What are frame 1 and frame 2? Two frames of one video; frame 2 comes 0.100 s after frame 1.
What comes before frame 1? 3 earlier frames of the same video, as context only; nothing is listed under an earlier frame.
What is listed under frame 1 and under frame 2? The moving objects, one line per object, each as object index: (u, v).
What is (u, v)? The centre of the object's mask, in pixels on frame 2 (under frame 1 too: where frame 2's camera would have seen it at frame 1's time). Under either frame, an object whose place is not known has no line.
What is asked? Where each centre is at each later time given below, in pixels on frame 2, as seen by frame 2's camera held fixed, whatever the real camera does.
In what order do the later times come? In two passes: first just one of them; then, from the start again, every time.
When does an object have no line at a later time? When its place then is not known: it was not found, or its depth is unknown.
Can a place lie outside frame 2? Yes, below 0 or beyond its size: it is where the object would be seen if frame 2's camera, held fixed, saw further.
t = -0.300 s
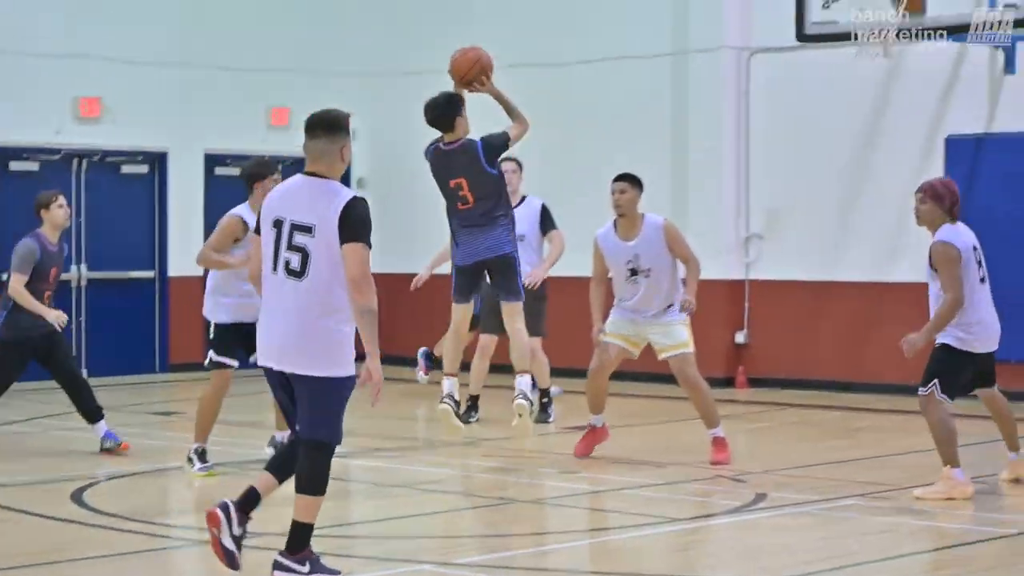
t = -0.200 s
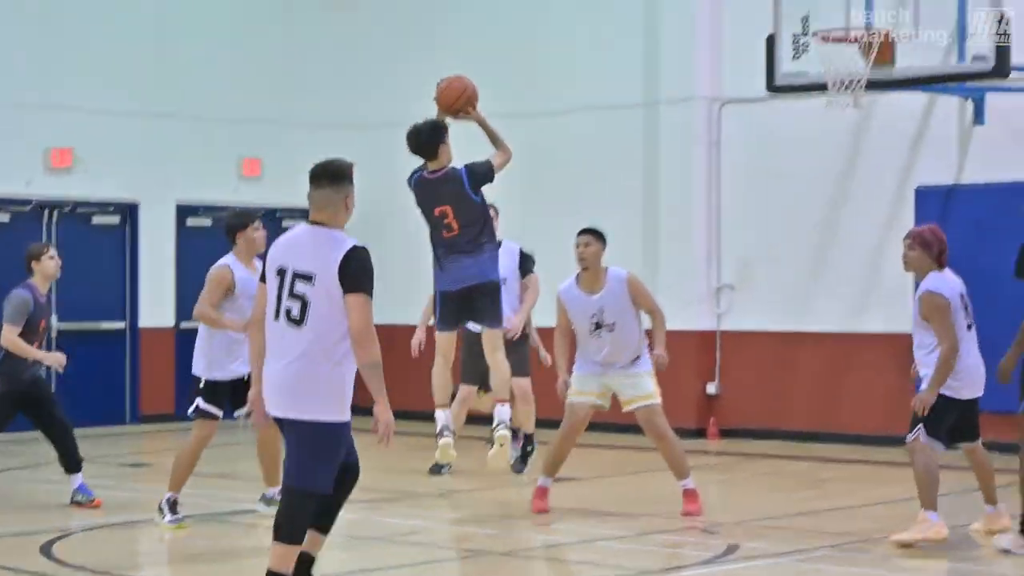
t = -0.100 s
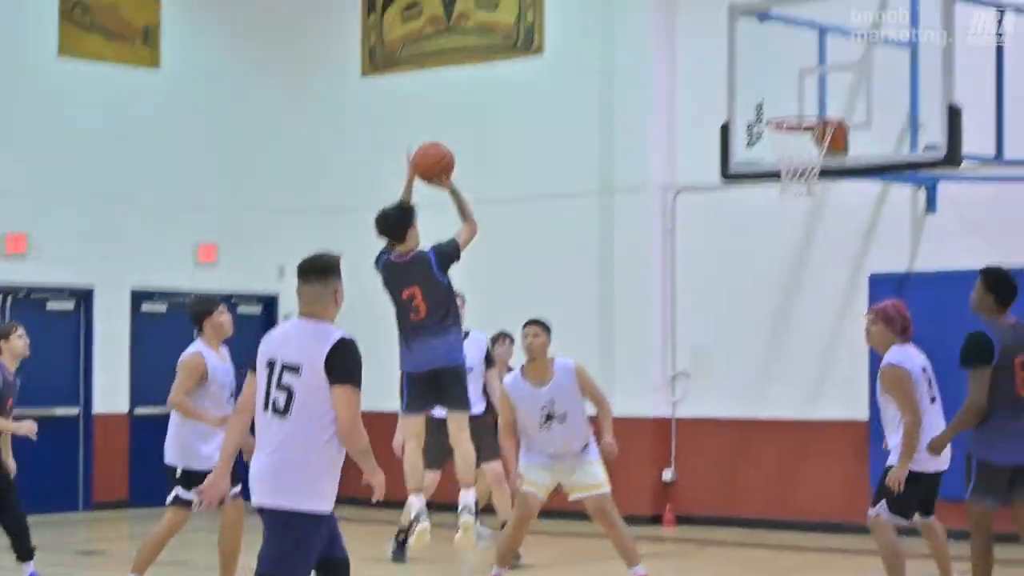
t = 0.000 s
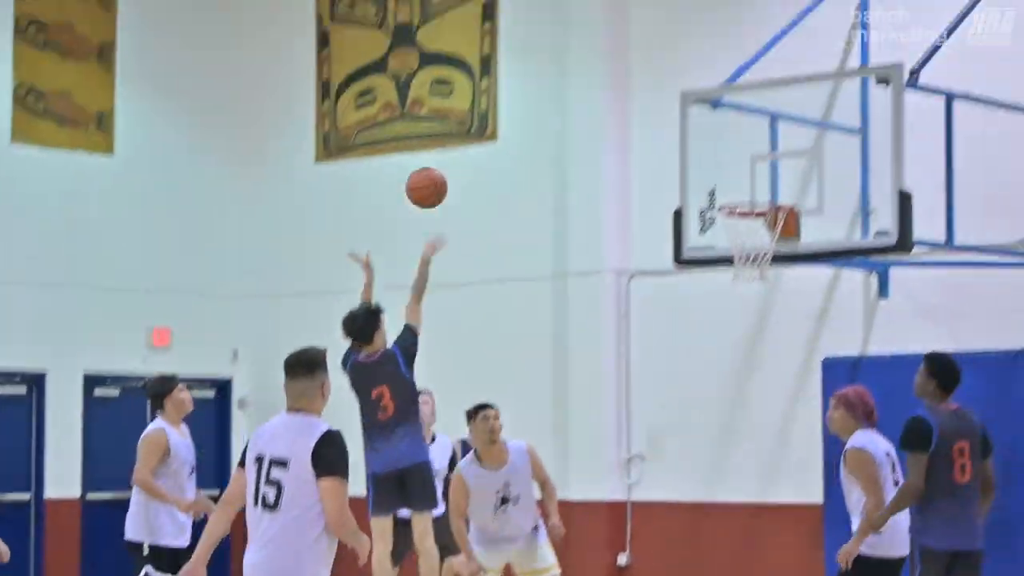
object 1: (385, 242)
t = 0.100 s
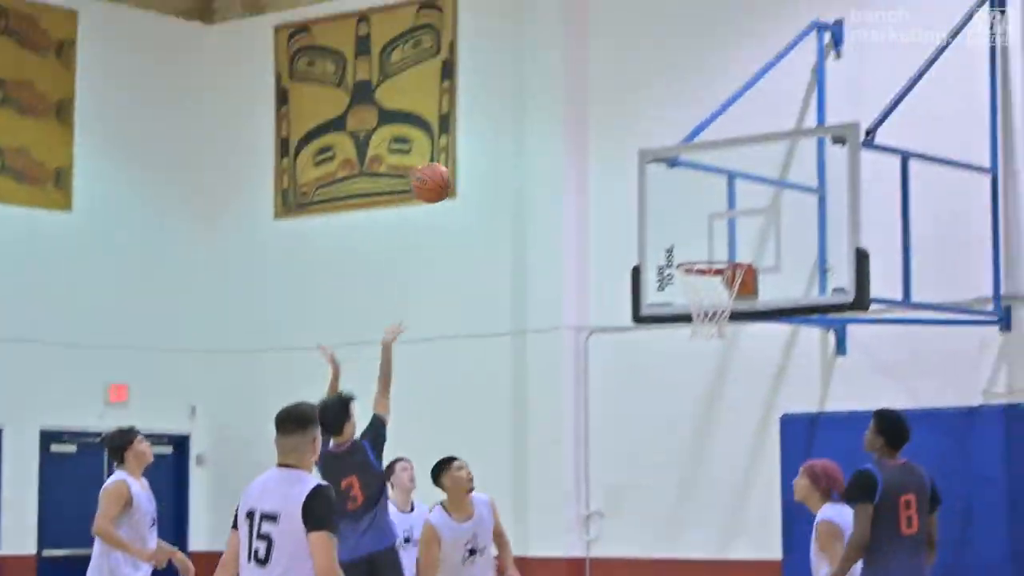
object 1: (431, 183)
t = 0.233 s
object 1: (490, 131)
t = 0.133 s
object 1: (447, 167)
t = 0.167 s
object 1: (462, 152)
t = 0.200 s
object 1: (476, 141)
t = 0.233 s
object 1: (490, 131)
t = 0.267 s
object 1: (504, 123)
